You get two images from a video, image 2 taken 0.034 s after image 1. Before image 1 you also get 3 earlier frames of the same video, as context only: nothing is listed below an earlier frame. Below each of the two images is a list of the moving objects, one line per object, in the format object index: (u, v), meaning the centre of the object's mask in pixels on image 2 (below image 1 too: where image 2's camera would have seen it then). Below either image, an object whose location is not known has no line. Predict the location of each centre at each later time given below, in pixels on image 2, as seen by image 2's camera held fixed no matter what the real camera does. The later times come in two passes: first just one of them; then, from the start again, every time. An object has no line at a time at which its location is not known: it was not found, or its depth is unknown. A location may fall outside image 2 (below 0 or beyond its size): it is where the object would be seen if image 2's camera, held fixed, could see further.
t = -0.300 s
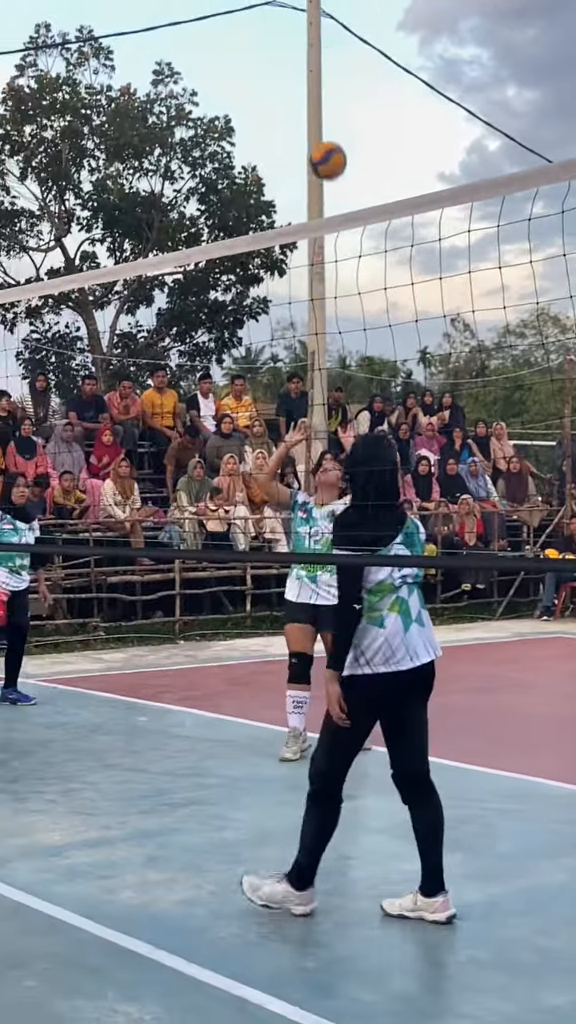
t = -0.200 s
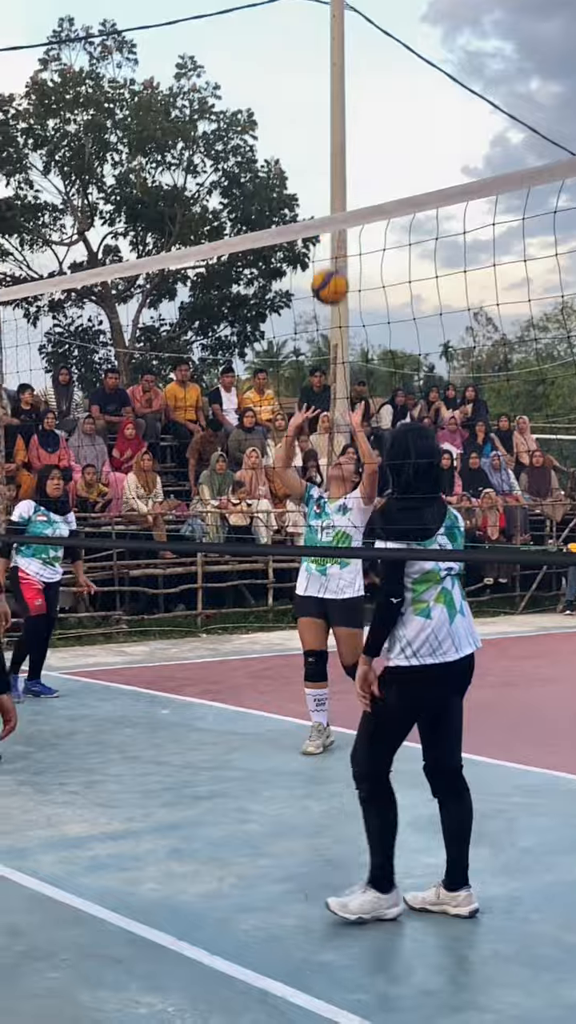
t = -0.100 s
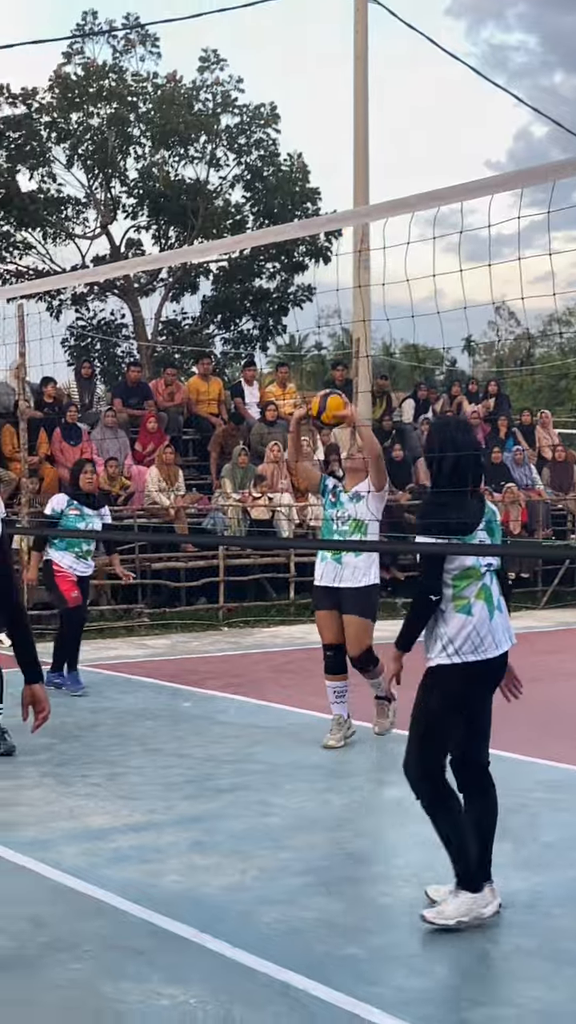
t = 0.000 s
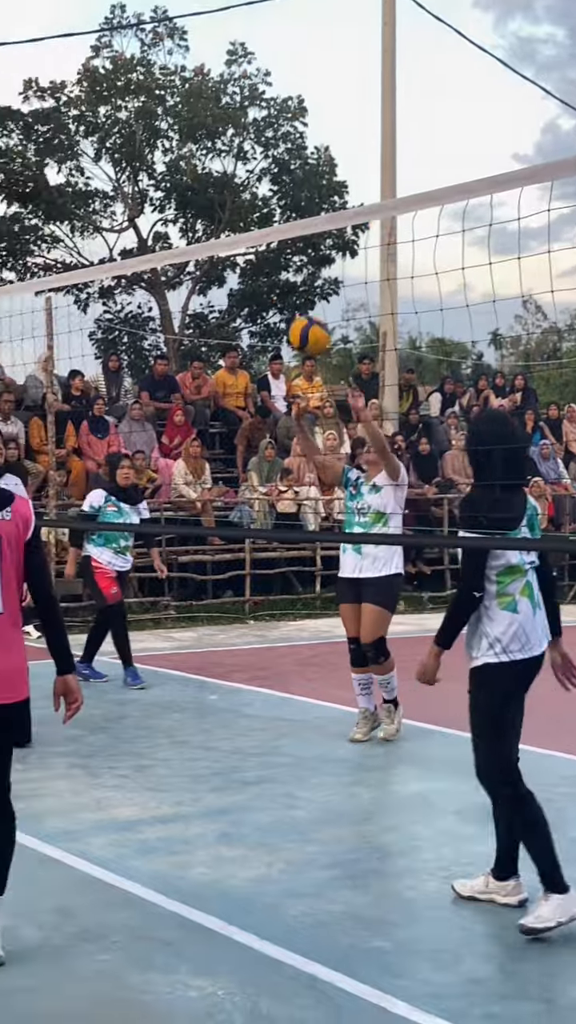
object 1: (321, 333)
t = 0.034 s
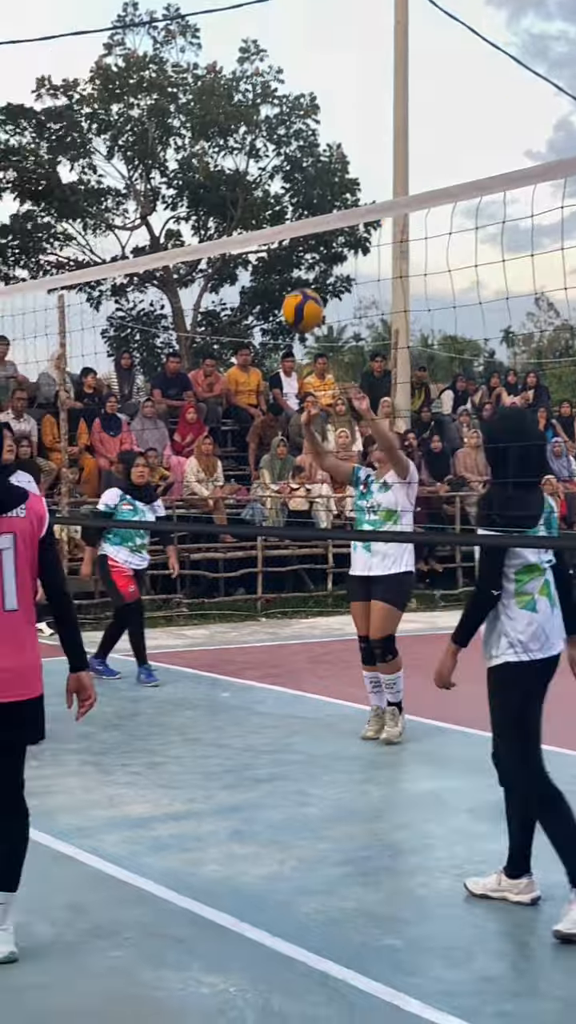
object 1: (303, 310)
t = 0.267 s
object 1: (164, 196)
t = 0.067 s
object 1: (284, 288)
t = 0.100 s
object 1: (265, 268)
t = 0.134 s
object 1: (247, 258)
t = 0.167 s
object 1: (225, 226)
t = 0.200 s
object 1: (208, 218)
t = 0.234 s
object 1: (186, 206)
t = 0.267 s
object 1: (164, 196)
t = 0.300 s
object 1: (145, 188)
